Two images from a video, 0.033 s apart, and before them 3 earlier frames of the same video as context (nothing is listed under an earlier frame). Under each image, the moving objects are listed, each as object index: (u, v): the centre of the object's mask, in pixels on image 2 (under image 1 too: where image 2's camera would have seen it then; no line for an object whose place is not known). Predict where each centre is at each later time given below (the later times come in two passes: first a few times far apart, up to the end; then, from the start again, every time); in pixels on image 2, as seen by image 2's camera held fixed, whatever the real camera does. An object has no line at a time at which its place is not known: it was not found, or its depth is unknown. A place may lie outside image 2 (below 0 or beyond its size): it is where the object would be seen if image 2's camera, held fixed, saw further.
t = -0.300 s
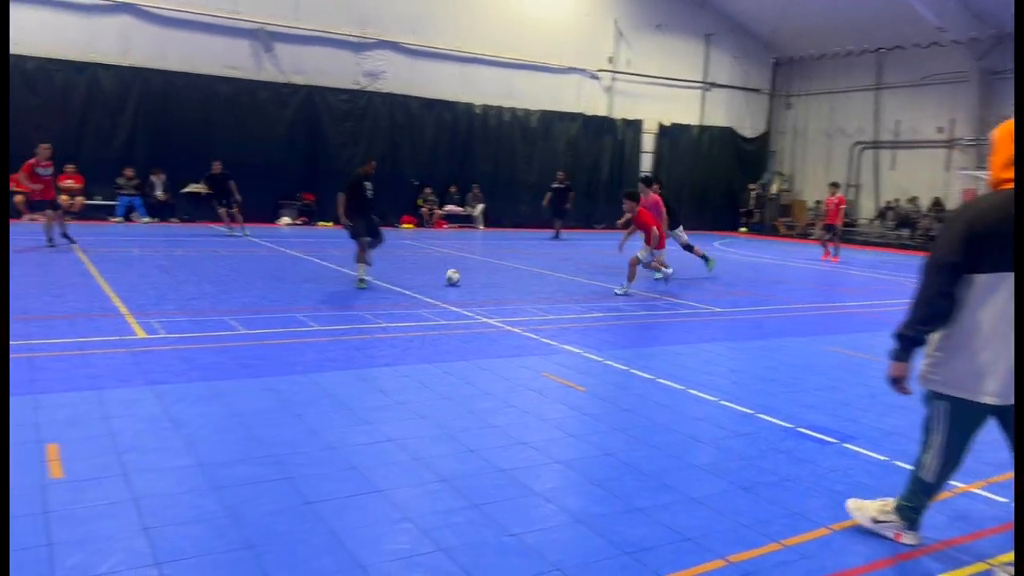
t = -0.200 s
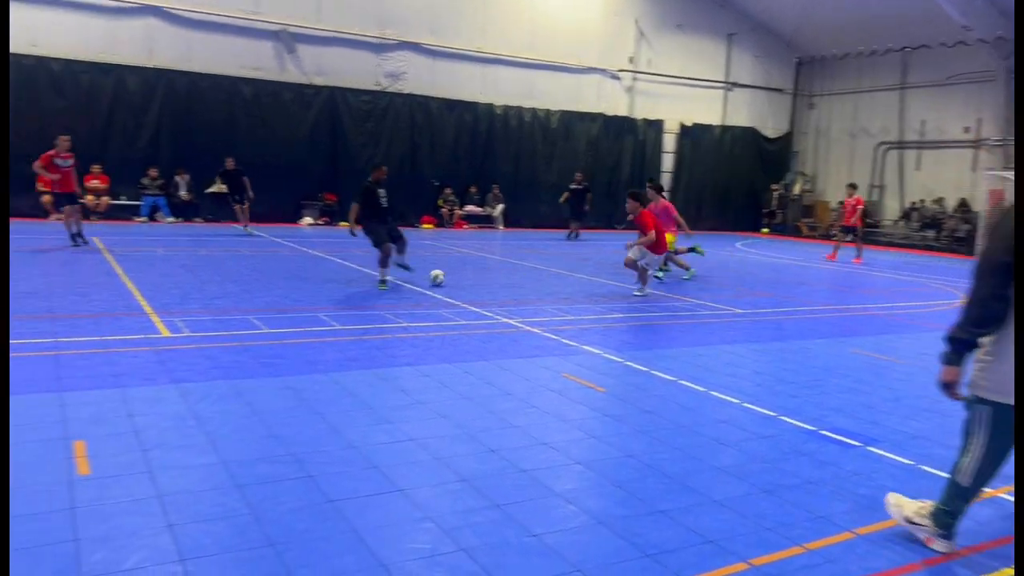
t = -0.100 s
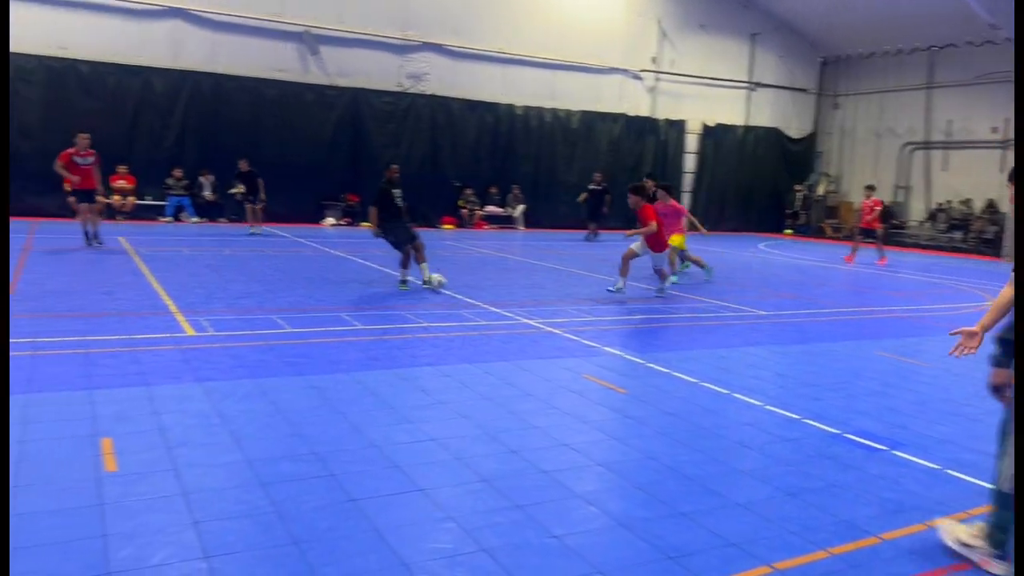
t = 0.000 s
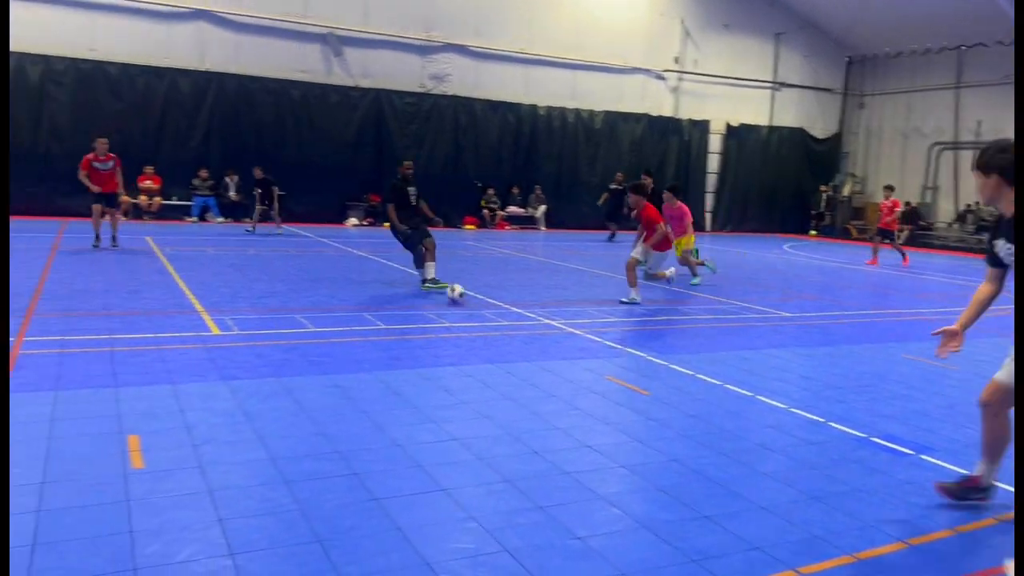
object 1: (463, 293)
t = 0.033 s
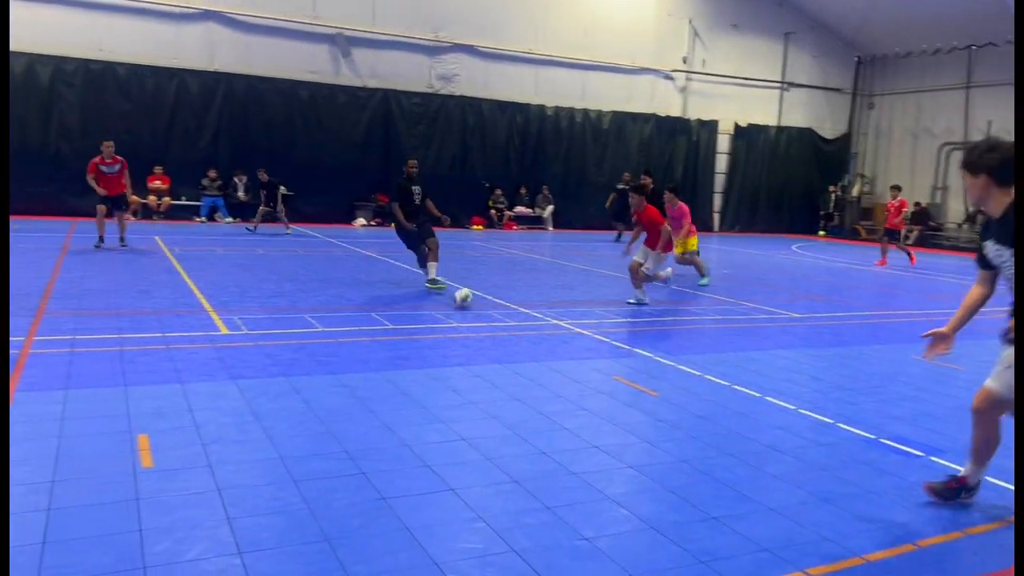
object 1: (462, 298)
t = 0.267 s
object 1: (450, 332)
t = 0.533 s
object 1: (415, 393)
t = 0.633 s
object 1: (391, 427)
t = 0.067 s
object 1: (462, 302)
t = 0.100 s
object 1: (460, 306)
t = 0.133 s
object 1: (459, 312)
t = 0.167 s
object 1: (457, 316)
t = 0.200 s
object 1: (455, 322)
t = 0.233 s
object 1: (452, 326)
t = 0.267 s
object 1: (450, 332)
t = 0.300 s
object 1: (447, 340)
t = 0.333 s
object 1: (443, 345)
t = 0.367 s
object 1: (440, 353)
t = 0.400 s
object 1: (436, 359)
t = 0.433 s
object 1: (432, 368)
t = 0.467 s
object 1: (426, 376)
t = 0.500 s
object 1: (421, 385)
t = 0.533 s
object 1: (415, 393)
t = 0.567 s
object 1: (407, 404)
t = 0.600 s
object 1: (400, 415)
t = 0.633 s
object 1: (391, 427)
